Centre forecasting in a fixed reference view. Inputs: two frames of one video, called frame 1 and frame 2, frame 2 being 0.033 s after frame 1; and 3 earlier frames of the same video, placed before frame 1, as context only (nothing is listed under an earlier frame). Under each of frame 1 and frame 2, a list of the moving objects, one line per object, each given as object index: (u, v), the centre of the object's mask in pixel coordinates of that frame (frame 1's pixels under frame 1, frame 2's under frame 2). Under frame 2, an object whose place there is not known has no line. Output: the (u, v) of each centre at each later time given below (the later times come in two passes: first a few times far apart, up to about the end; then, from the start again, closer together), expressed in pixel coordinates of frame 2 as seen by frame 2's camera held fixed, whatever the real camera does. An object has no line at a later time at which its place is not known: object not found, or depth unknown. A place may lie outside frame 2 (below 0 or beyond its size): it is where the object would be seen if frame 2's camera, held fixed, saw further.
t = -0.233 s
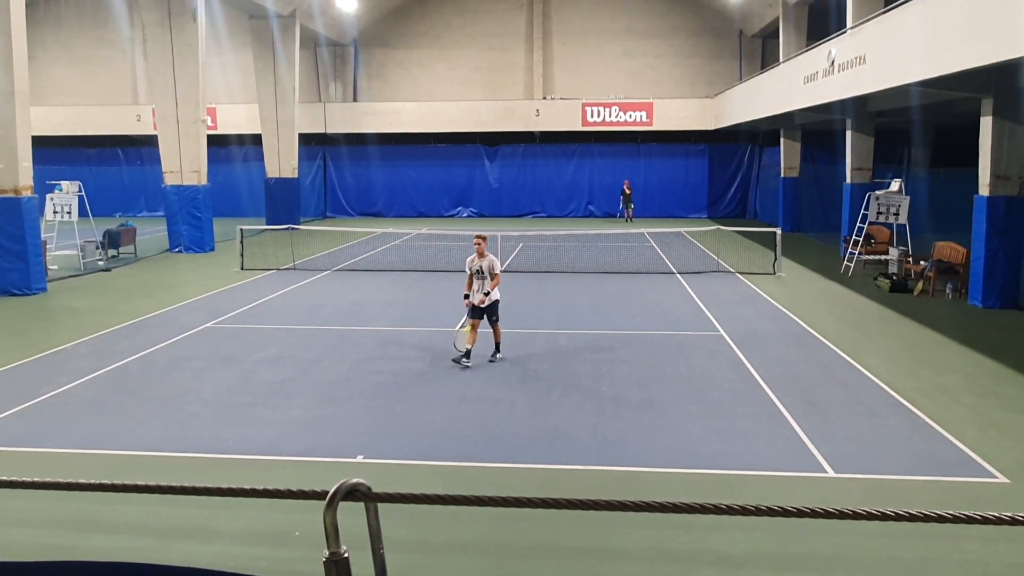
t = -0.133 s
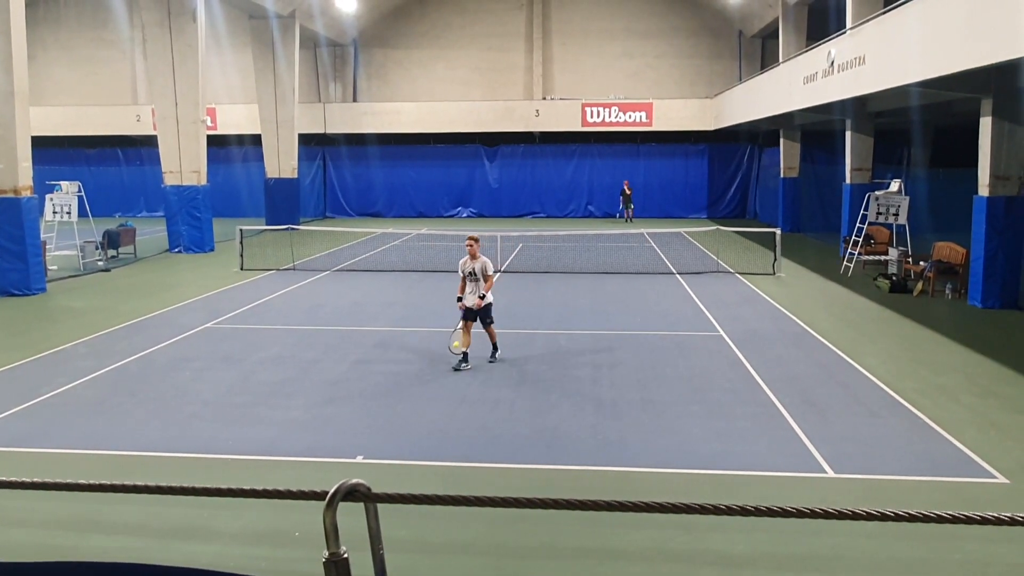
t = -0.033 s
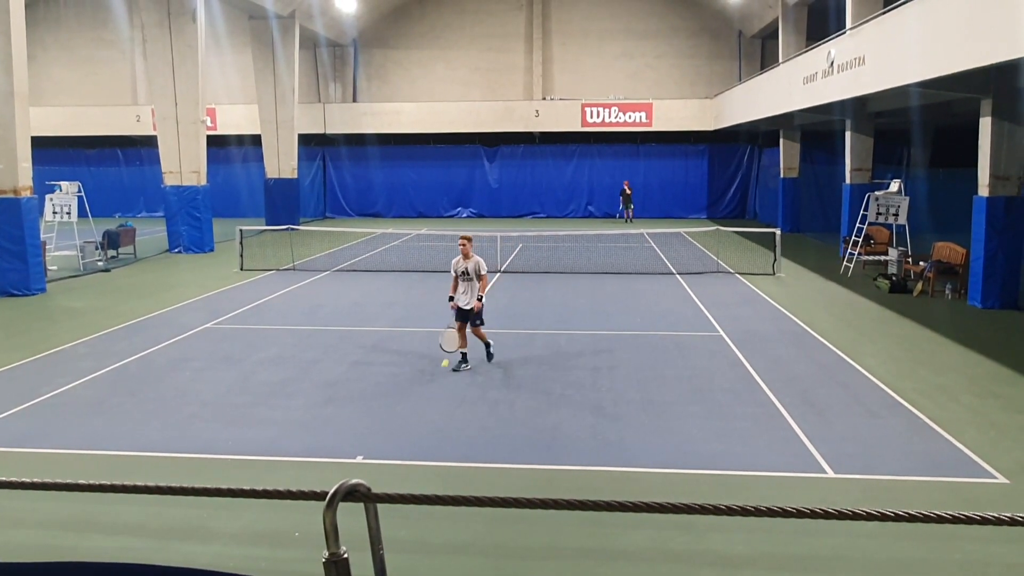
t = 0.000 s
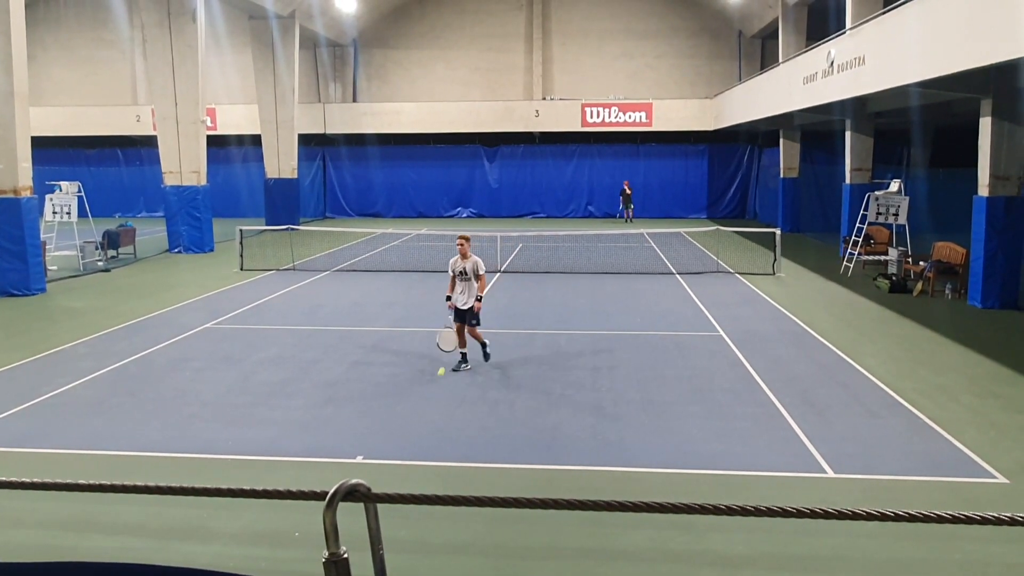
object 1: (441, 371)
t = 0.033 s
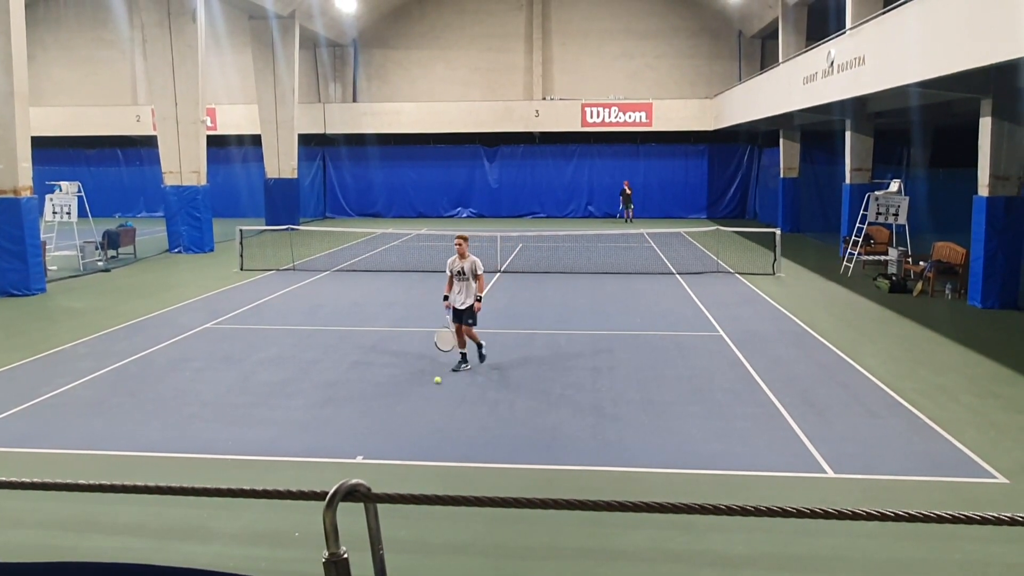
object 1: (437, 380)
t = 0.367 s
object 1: (402, 379)
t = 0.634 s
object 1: (371, 400)
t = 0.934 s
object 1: (332, 433)
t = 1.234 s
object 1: (288, 453)
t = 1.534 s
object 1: (238, 481)
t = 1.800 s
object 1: (187, 503)
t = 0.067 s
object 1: (434, 376)
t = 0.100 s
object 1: (430, 372)
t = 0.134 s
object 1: (426, 370)
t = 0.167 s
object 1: (423, 369)
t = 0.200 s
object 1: (420, 368)
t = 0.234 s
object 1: (416, 368)
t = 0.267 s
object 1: (413, 369)
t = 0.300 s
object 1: (409, 371)
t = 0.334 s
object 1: (405, 375)
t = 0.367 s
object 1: (402, 379)
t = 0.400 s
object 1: (398, 383)
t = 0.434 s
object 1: (394, 389)
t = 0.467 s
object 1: (390, 396)
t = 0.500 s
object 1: (387, 406)
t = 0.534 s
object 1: (383, 406)
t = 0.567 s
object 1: (379, 403)
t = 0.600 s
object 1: (375, 401)
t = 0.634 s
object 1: (371, 400)
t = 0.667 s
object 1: (366, 400)
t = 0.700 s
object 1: (362, 401)
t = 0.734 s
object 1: (358, 403)
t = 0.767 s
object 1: (354, 406)
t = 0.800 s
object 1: (350, 410)
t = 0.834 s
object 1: (345, 416)
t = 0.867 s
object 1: (341, 422)
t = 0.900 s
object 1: (337, 430)
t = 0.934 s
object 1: (332, 433)
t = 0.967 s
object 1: (327, 431)
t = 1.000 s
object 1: (322, 430)
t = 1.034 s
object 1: (317, 429)
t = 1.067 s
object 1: (313, 431)
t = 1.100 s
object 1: (307, 433)
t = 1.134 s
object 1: (302, 436)
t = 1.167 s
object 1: (298, 441)
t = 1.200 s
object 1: (292, 447)
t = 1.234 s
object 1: (288, 453)
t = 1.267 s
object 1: (282, 459)
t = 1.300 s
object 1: (277, 457)
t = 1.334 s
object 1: (271, 457)
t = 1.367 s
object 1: (266, 457)
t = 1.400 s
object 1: (260, 460)
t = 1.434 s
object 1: (254, 463)
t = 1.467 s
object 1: (249, 467)
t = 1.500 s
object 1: (244, 473)
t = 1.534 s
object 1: (238, 481)
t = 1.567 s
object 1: (232, 481)
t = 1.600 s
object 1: (226, 482)
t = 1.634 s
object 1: (220, 482)
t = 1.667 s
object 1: (214, 484)
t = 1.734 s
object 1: (201, 500)
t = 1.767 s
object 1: (194, 503)
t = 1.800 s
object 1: (187, 503)
